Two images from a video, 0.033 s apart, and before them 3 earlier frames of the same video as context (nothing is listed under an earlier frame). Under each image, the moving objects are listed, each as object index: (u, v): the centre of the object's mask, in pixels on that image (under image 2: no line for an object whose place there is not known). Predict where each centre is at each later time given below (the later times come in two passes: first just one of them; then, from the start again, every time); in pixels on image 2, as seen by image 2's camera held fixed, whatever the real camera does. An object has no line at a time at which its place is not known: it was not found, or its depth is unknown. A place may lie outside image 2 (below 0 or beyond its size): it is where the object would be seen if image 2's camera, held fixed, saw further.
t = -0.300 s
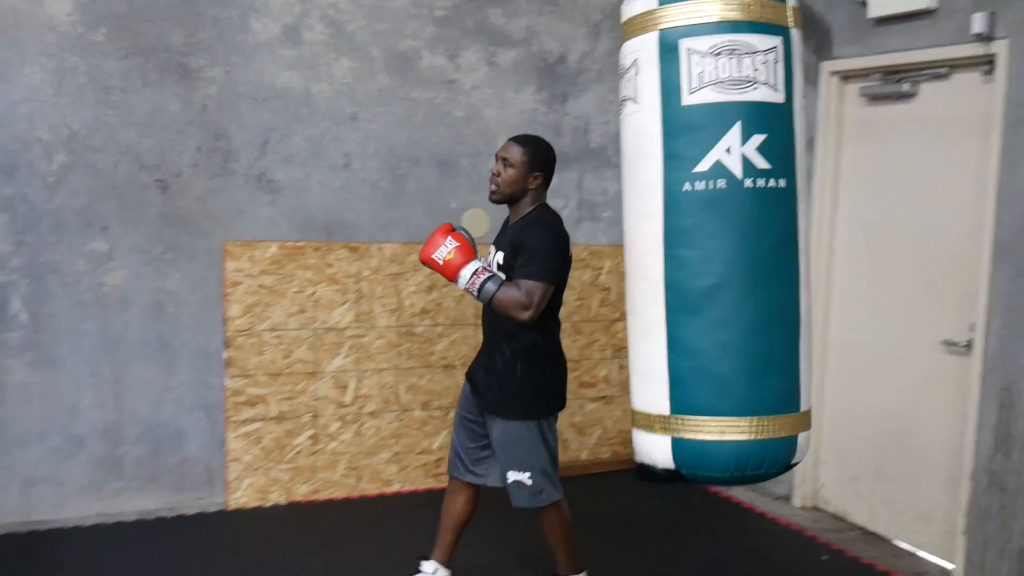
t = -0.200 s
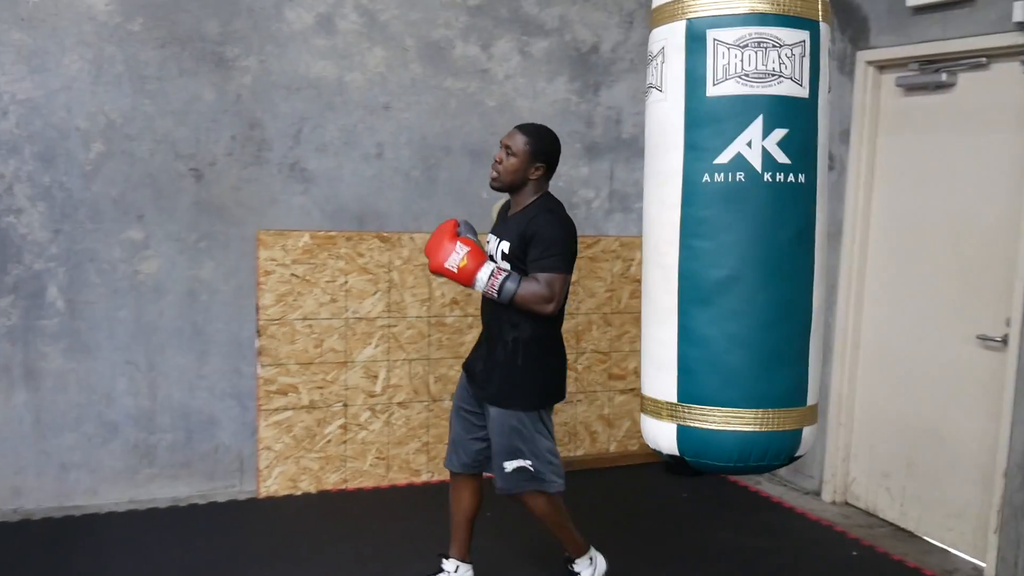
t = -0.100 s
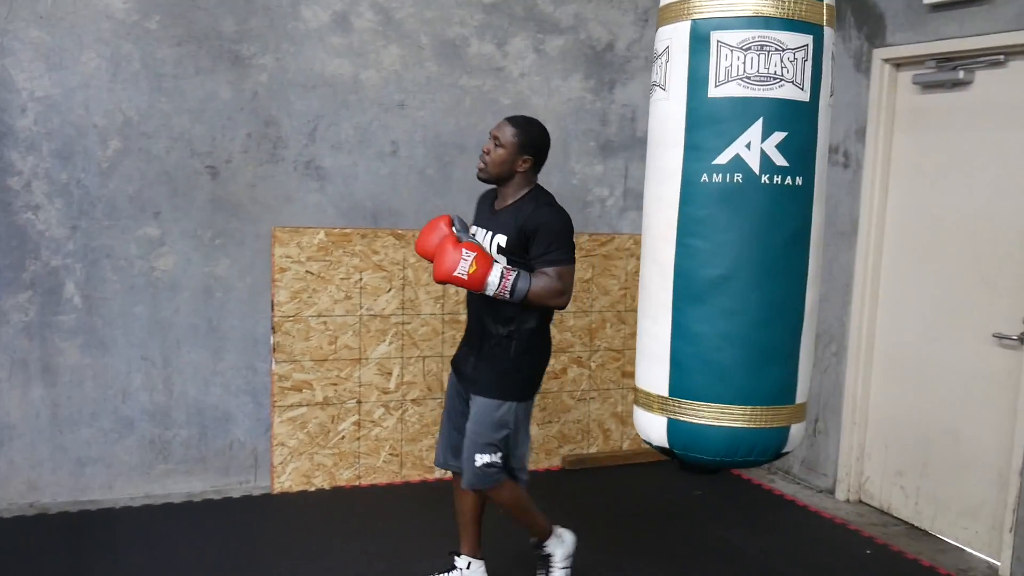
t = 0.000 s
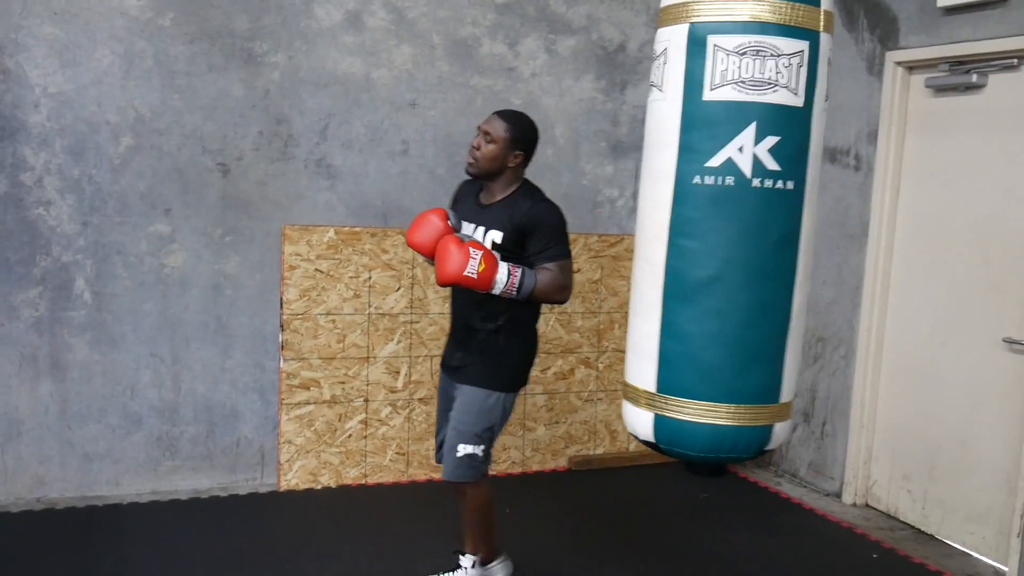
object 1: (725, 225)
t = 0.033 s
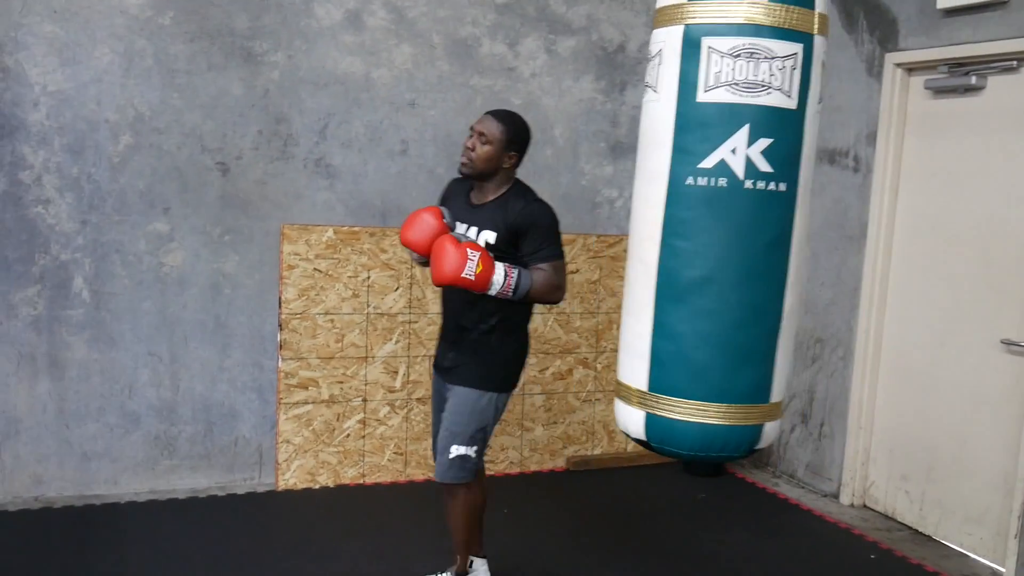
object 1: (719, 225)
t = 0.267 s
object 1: (686, 213)
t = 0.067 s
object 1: (713, 220)
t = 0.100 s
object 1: (707, 218)
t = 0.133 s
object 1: (702, 217)
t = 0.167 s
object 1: (697, 216)
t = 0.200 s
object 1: (694, 215)
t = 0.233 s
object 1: (689, 214)
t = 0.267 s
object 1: (686, 213)
